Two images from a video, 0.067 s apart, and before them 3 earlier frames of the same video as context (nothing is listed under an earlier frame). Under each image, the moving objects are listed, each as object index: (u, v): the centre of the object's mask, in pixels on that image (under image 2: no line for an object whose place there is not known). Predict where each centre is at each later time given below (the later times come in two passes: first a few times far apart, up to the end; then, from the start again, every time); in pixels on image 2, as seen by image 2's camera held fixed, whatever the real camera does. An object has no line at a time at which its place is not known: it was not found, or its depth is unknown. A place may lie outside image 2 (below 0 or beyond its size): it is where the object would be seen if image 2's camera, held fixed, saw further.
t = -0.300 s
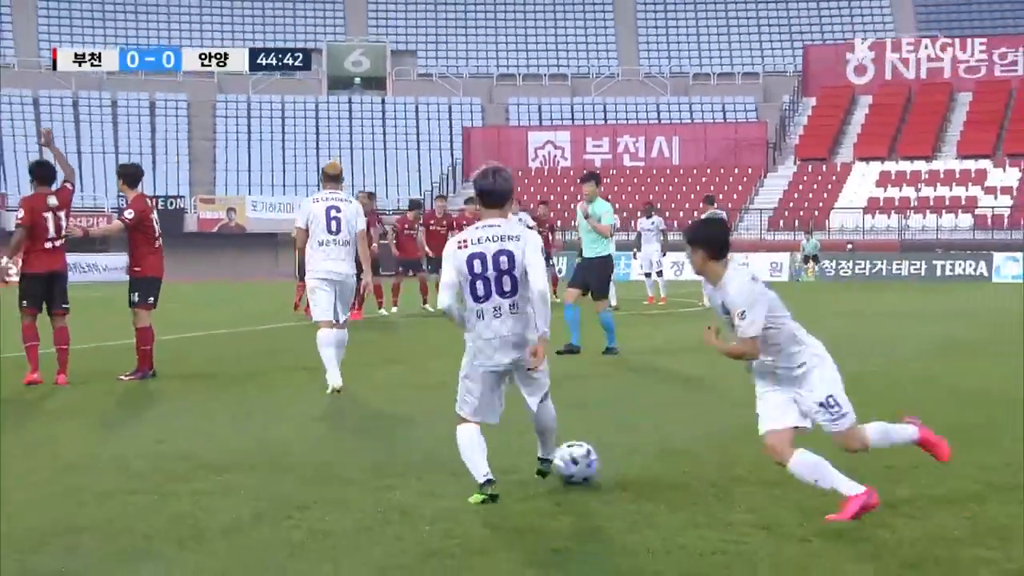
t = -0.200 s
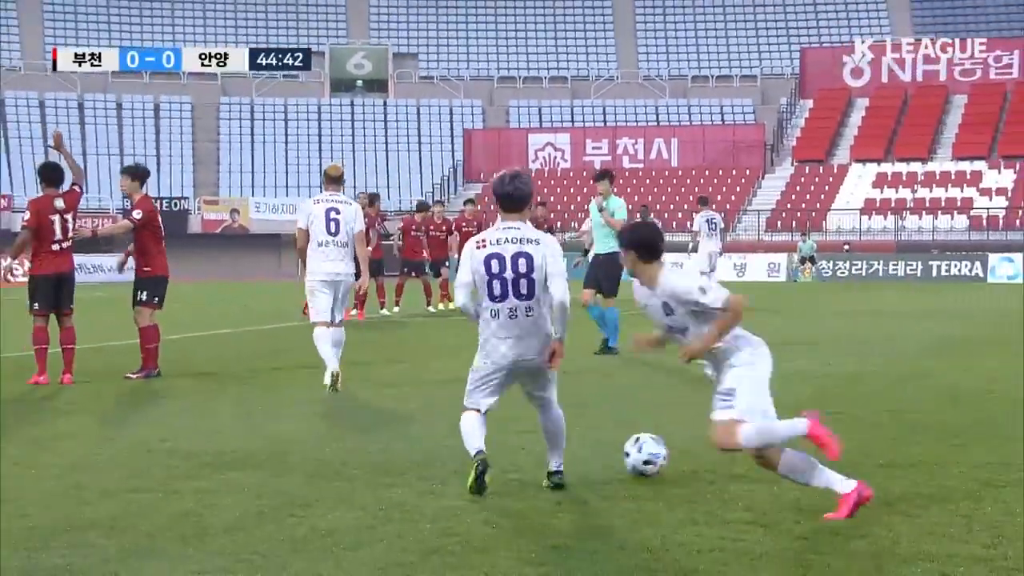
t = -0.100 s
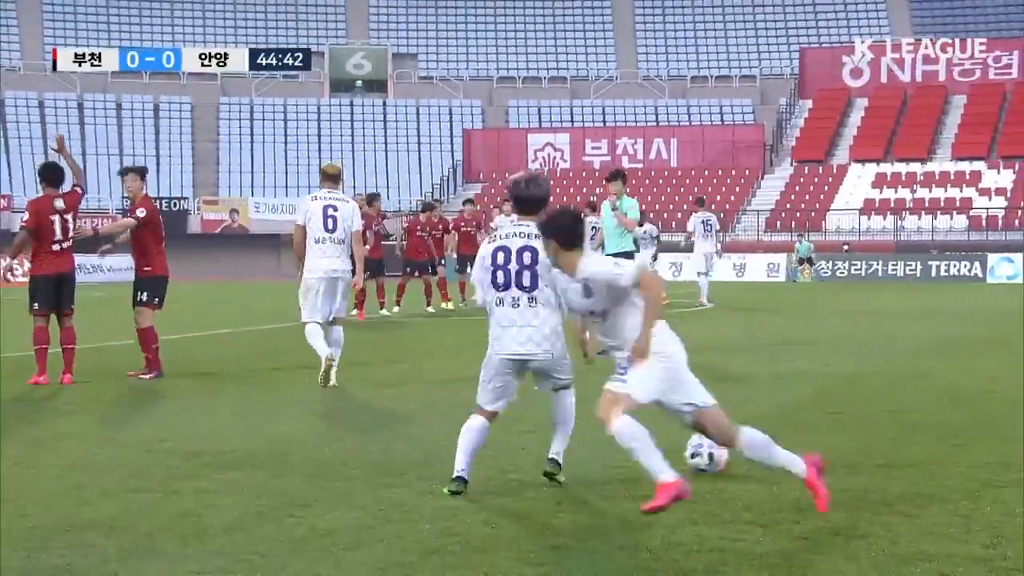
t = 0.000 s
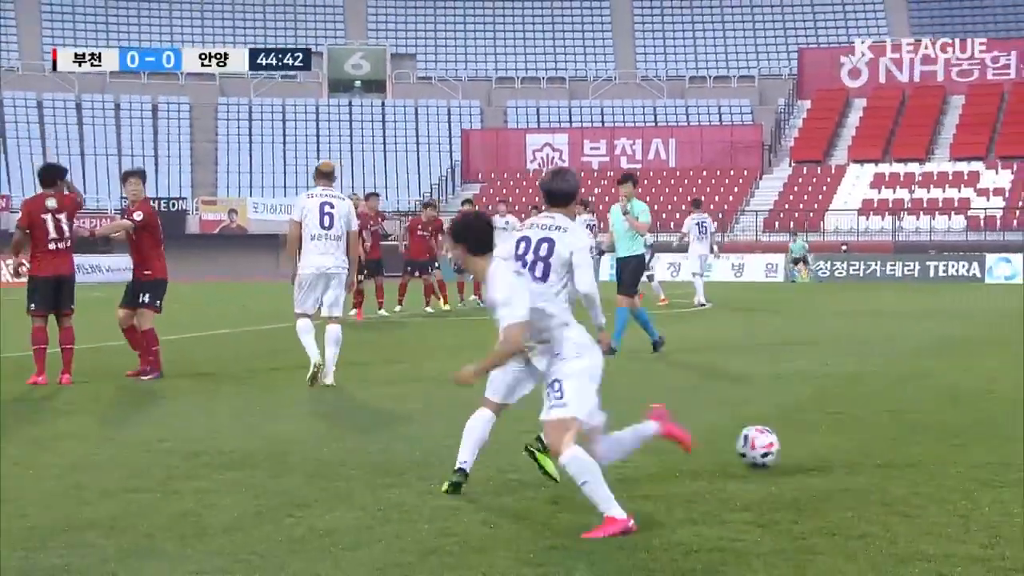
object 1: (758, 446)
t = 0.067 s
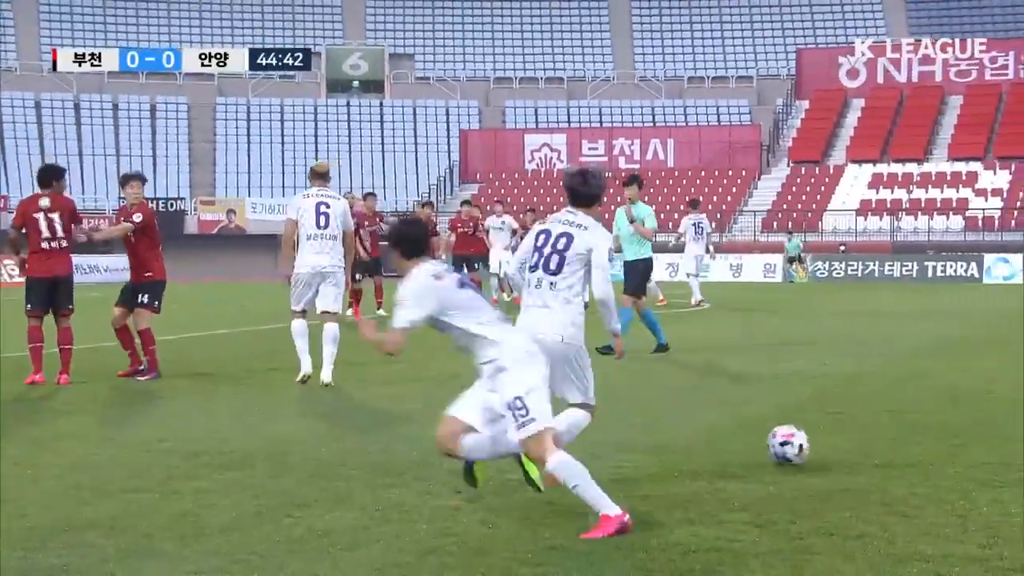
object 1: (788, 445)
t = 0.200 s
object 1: (842, 441)
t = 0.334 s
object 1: (875, 438)
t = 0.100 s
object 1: (803, 442)
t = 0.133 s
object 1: (816, 441)
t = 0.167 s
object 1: (830, 442)
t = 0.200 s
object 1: (842, 441)
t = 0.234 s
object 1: (853, 439)
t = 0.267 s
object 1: (863, 438)
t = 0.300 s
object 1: (874, 438)
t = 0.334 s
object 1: (875, 438)
